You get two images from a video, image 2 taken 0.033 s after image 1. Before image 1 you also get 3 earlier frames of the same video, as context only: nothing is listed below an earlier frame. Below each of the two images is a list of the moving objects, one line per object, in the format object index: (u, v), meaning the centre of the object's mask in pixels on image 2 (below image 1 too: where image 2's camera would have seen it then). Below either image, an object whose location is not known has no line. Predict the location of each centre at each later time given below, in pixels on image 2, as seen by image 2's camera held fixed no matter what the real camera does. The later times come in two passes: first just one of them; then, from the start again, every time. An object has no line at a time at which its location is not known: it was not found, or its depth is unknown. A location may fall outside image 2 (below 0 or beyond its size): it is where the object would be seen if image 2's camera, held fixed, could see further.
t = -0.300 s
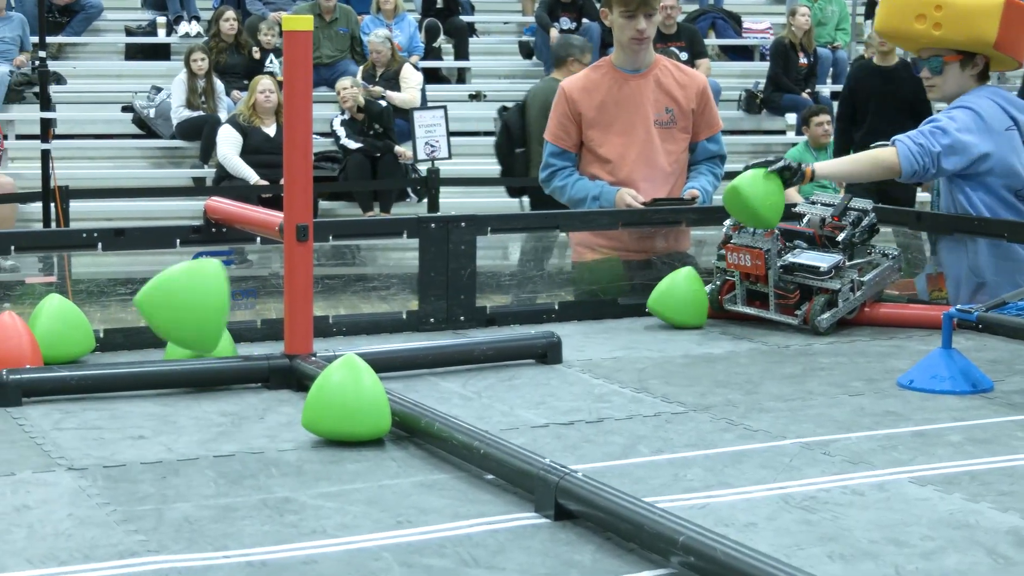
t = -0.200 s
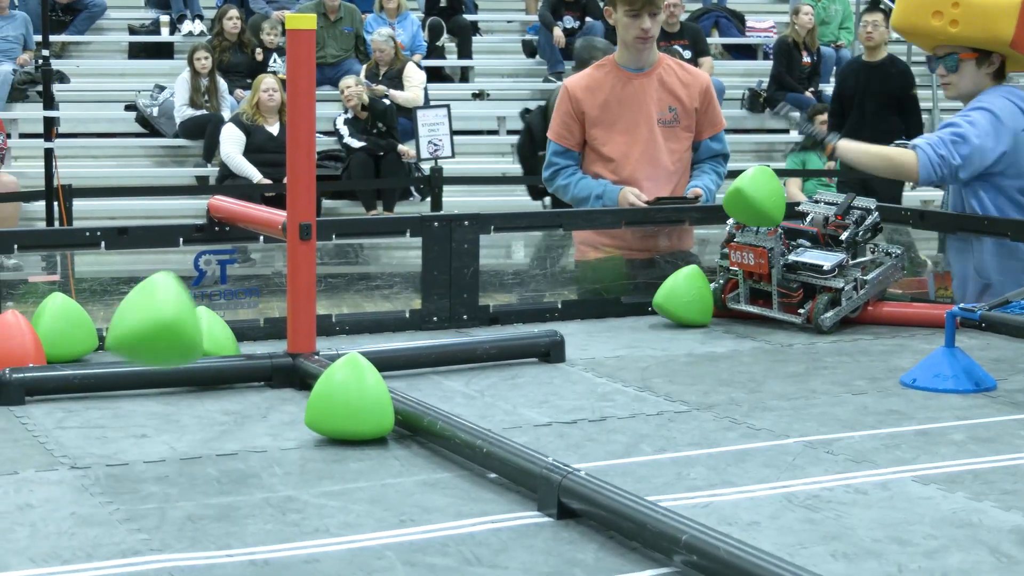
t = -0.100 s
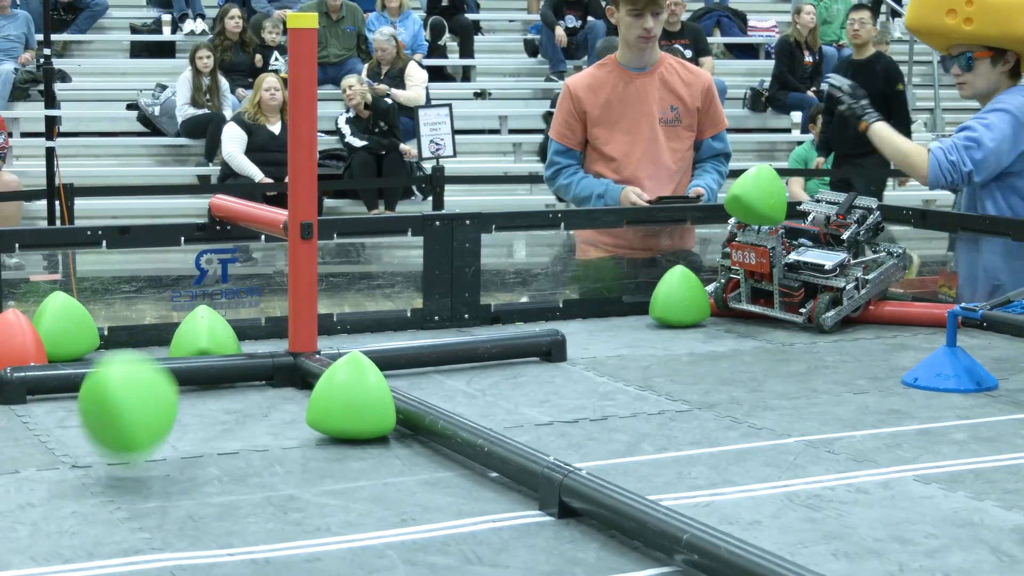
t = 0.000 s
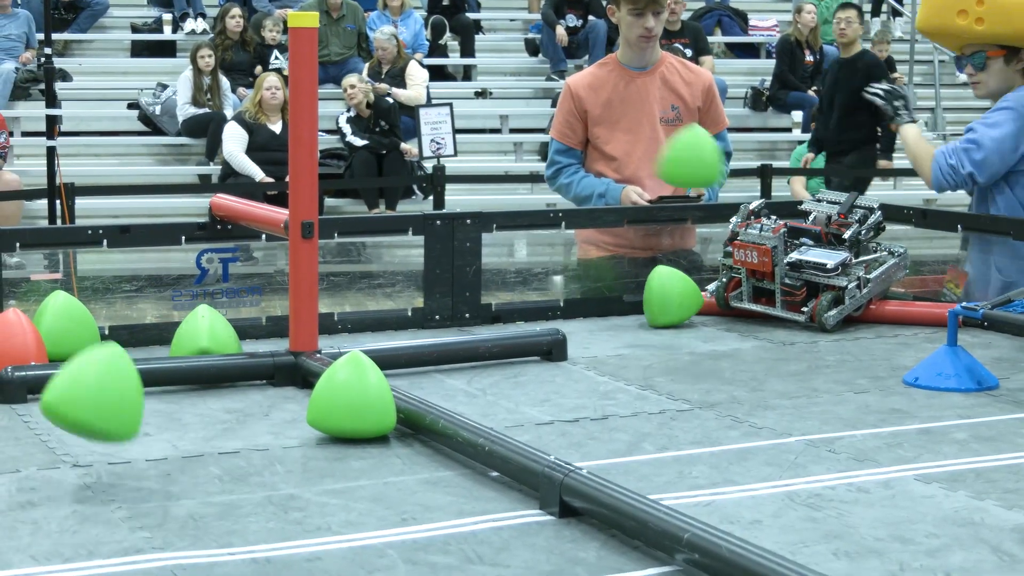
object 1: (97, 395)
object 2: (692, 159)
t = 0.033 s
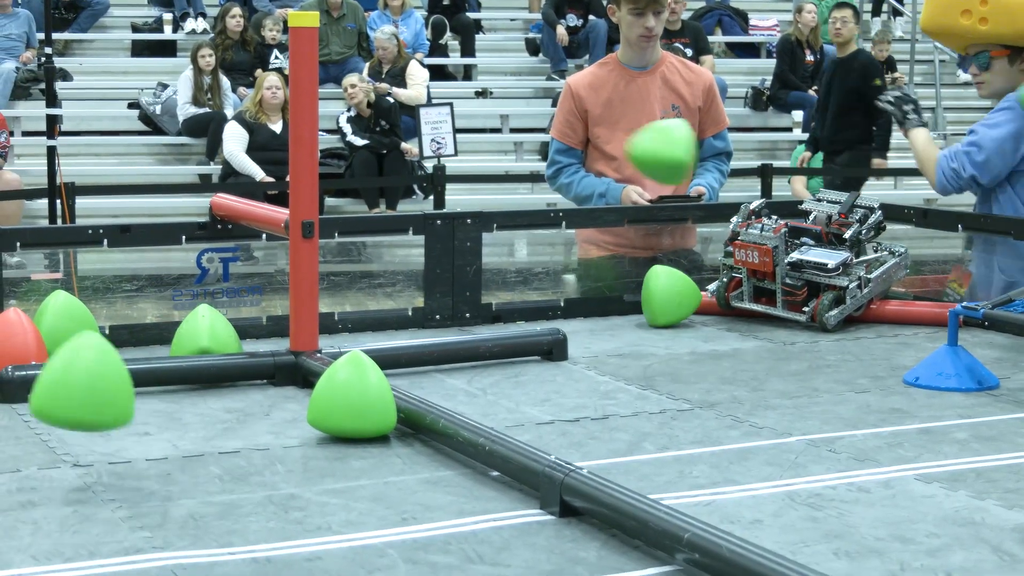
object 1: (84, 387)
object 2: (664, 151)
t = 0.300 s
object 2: (379, 258)
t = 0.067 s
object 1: (71, 386)
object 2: (632, 149)
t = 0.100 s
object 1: (59, 393)
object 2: (601, 146)
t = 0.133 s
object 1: (47, 406)
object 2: (573, 149)
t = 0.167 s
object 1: (39, 426)
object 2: (542, 159)
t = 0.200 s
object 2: (504, 175)
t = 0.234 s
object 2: (464, 193)
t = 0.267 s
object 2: (428, 220)
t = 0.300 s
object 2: (379, 258)
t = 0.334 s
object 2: (336, 293)
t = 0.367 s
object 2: (290, 340)
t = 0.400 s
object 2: (250, 374)
